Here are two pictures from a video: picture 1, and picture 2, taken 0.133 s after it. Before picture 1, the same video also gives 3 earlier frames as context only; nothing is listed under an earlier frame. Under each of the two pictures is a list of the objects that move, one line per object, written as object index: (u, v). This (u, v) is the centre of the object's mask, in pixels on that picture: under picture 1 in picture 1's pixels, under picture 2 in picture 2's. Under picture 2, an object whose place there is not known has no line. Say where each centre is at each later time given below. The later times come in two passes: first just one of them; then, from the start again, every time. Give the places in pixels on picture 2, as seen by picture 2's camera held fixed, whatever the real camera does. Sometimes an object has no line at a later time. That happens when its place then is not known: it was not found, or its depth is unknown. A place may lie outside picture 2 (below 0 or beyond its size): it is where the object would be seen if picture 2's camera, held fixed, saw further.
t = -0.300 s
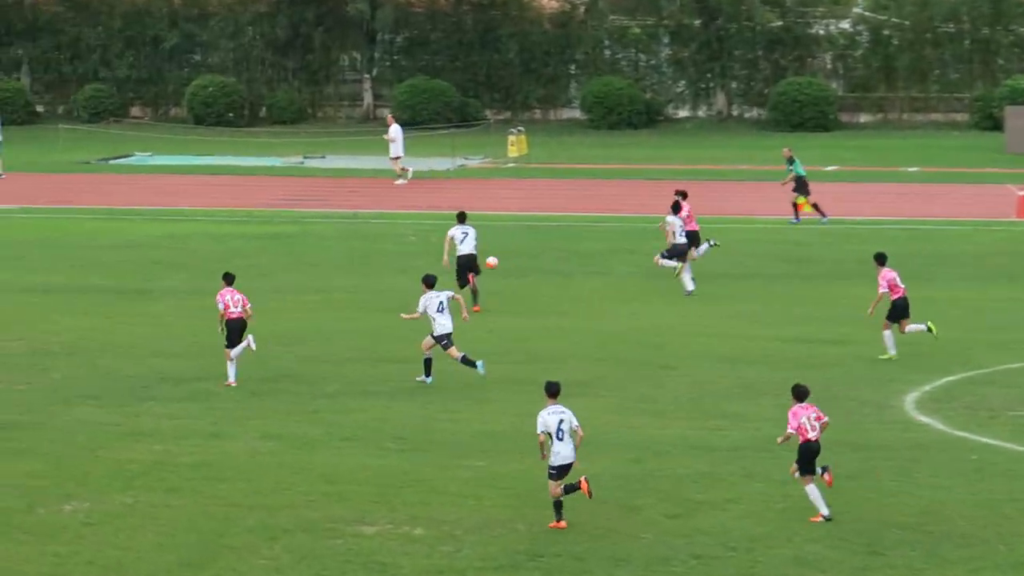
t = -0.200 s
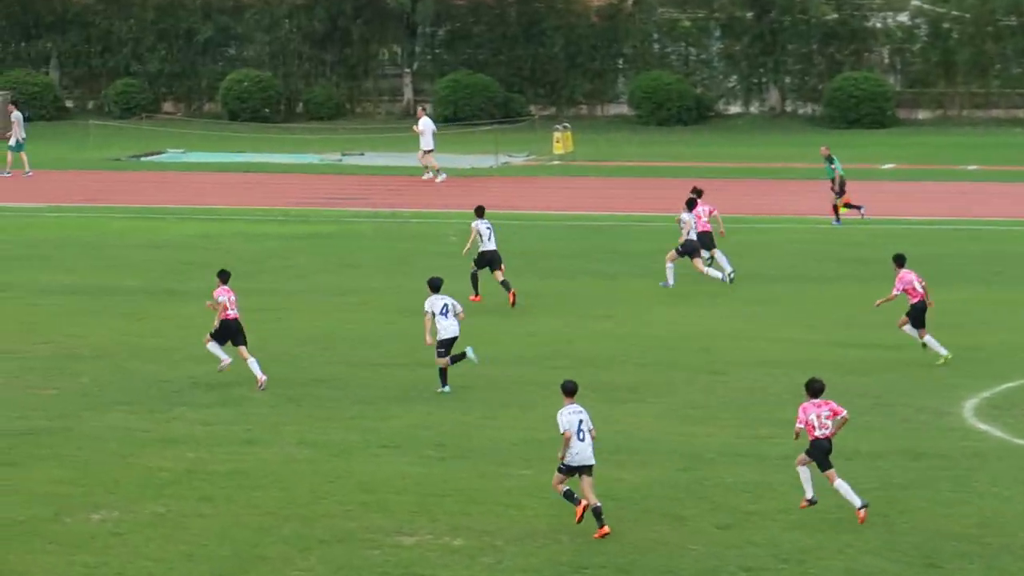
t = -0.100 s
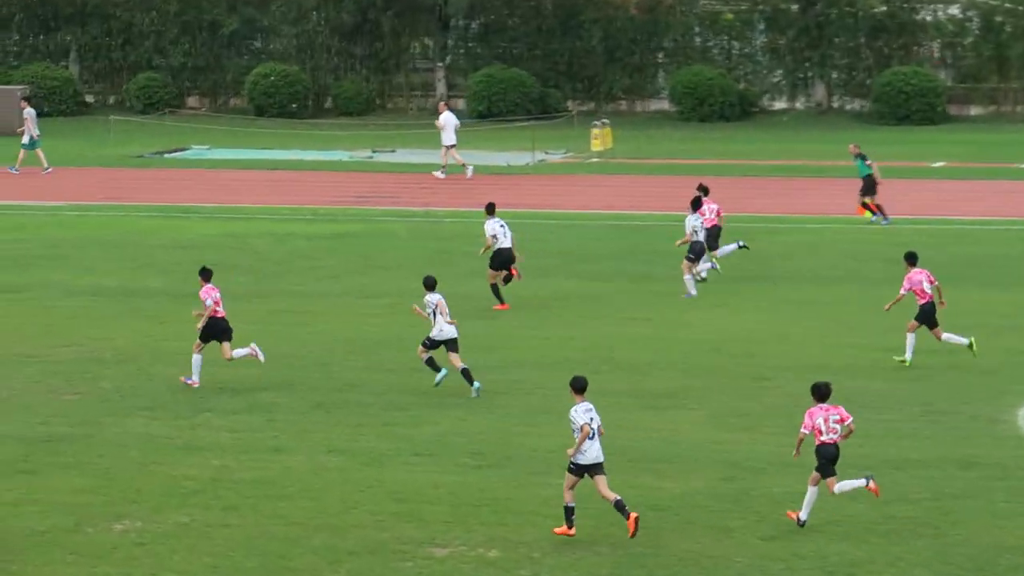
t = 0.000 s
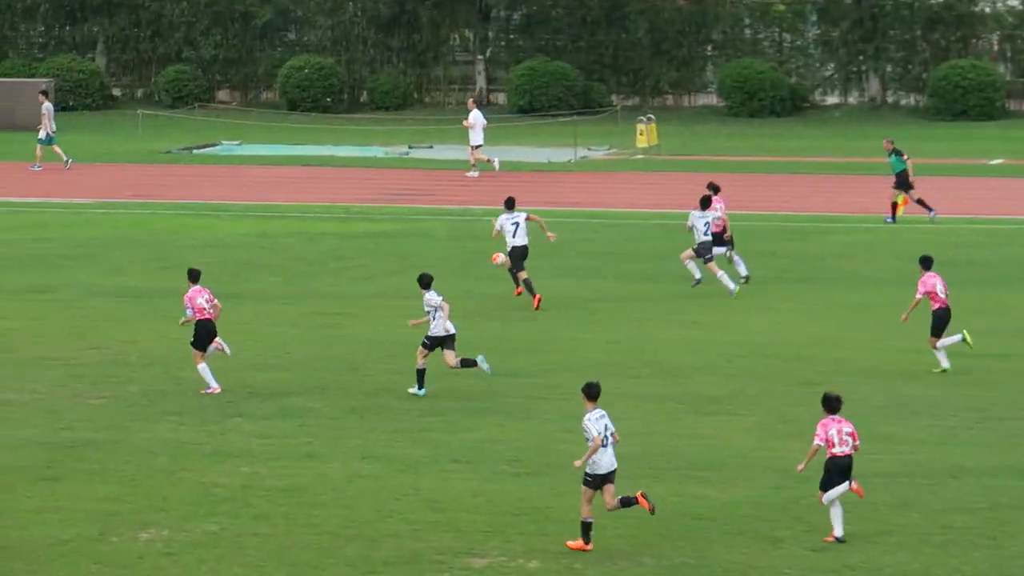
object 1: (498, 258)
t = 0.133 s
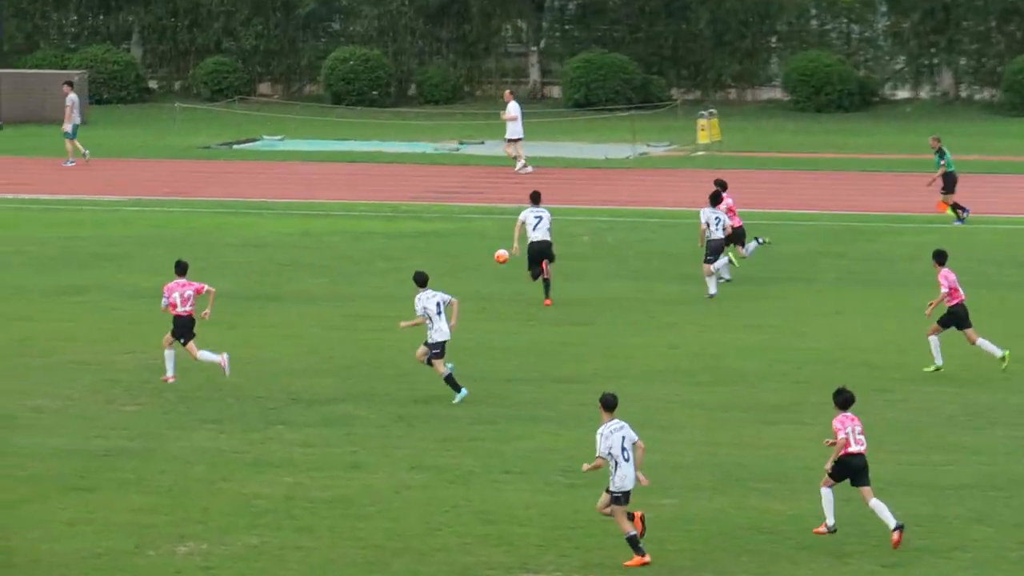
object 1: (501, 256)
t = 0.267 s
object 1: (450, 265)
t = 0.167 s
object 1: (488, 257)
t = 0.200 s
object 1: (476, 259)
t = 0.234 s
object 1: (463, 262)
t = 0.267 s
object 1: (450, 265)
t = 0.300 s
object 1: (438, 268)
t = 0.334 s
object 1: (425, 267)
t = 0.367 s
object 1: (412, 265)
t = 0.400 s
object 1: (400, 262)
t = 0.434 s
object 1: (388, 260)
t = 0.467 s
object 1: (376, 260)
